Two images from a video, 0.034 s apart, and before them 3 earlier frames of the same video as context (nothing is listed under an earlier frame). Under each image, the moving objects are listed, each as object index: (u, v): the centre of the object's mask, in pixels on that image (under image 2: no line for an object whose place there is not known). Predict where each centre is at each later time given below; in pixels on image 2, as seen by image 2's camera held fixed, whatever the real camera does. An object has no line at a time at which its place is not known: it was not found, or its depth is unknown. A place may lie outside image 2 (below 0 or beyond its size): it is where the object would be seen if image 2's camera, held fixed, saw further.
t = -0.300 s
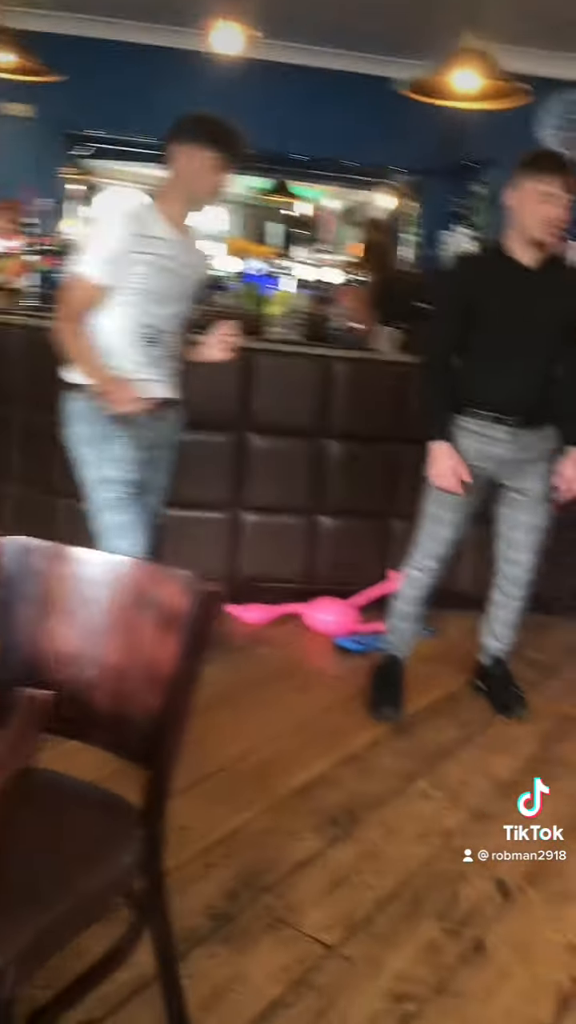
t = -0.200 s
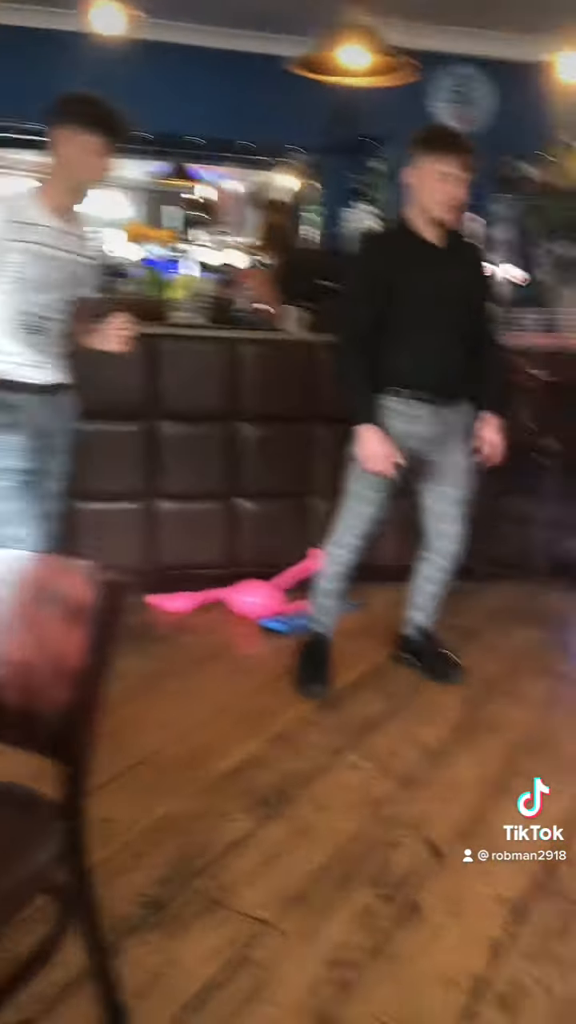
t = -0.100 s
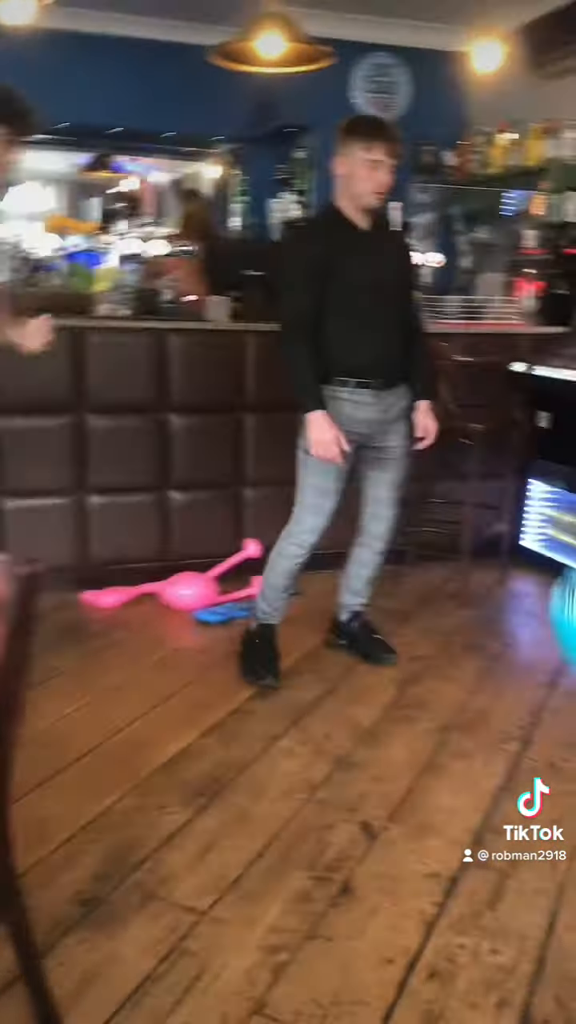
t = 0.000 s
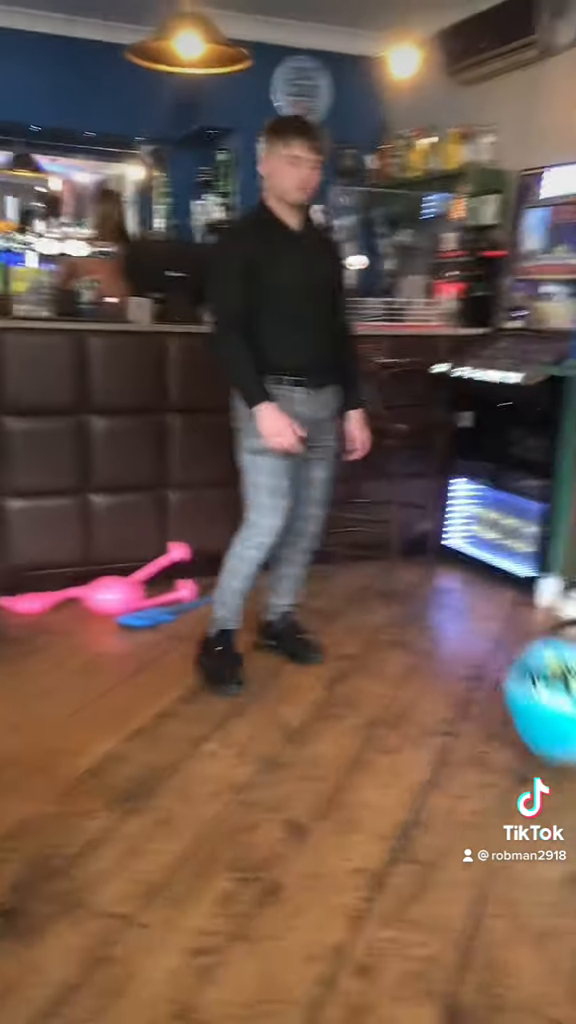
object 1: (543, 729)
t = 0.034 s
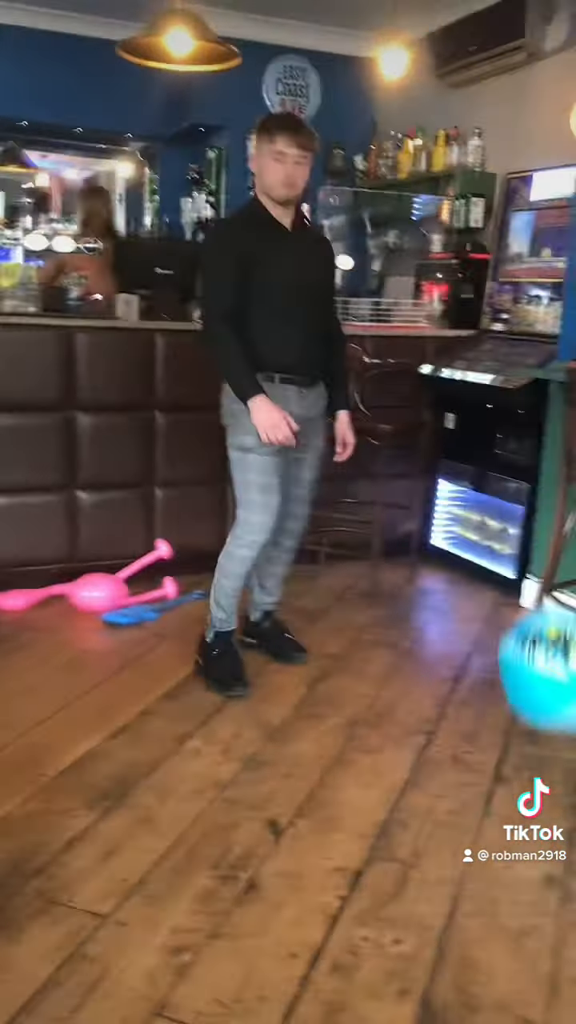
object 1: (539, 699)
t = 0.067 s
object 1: (559, 669)
